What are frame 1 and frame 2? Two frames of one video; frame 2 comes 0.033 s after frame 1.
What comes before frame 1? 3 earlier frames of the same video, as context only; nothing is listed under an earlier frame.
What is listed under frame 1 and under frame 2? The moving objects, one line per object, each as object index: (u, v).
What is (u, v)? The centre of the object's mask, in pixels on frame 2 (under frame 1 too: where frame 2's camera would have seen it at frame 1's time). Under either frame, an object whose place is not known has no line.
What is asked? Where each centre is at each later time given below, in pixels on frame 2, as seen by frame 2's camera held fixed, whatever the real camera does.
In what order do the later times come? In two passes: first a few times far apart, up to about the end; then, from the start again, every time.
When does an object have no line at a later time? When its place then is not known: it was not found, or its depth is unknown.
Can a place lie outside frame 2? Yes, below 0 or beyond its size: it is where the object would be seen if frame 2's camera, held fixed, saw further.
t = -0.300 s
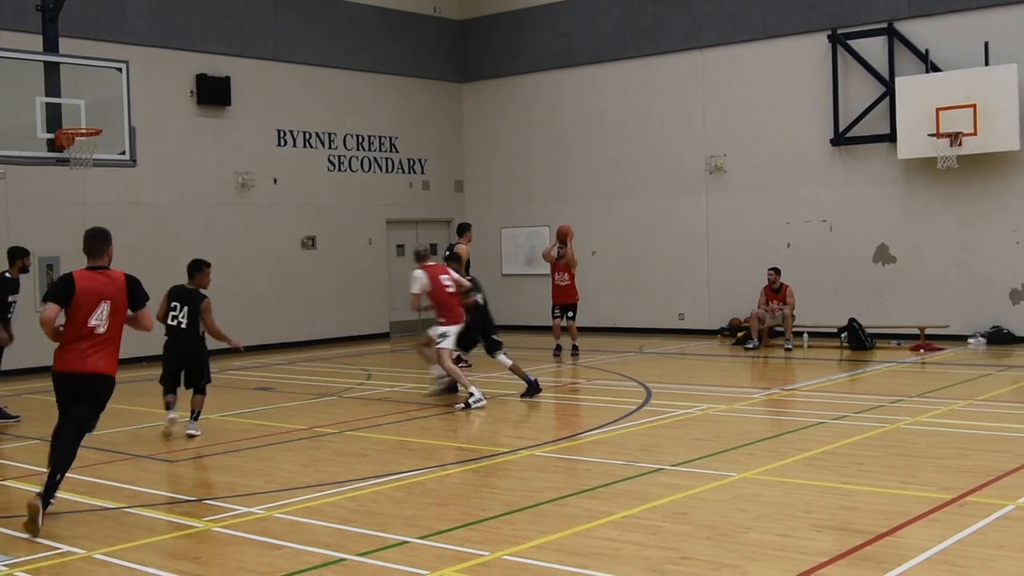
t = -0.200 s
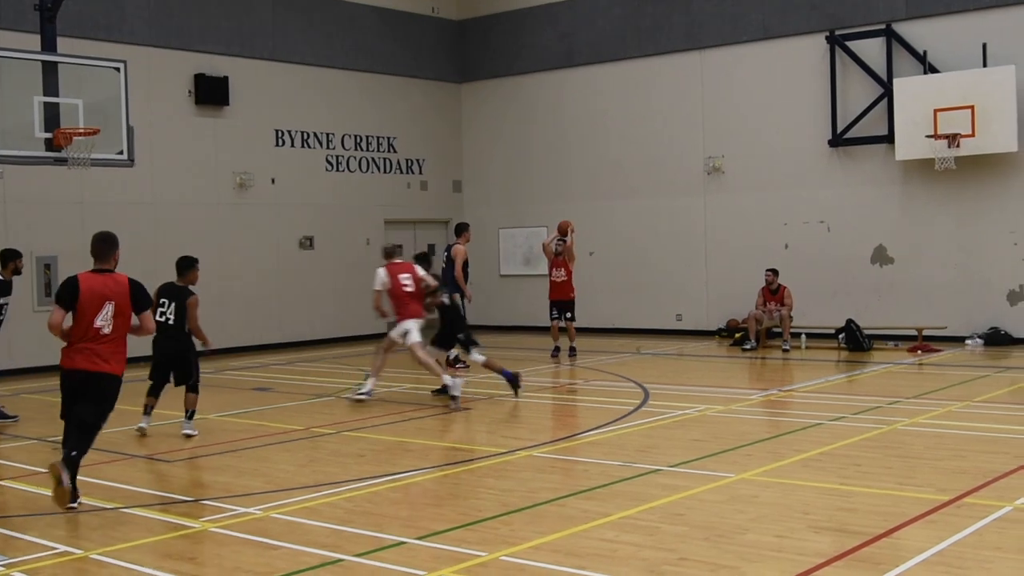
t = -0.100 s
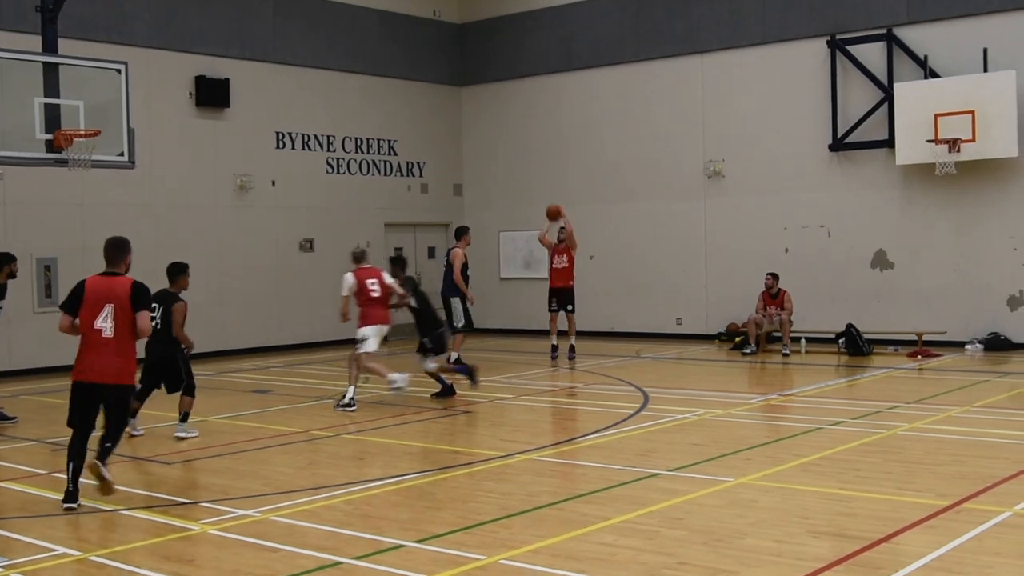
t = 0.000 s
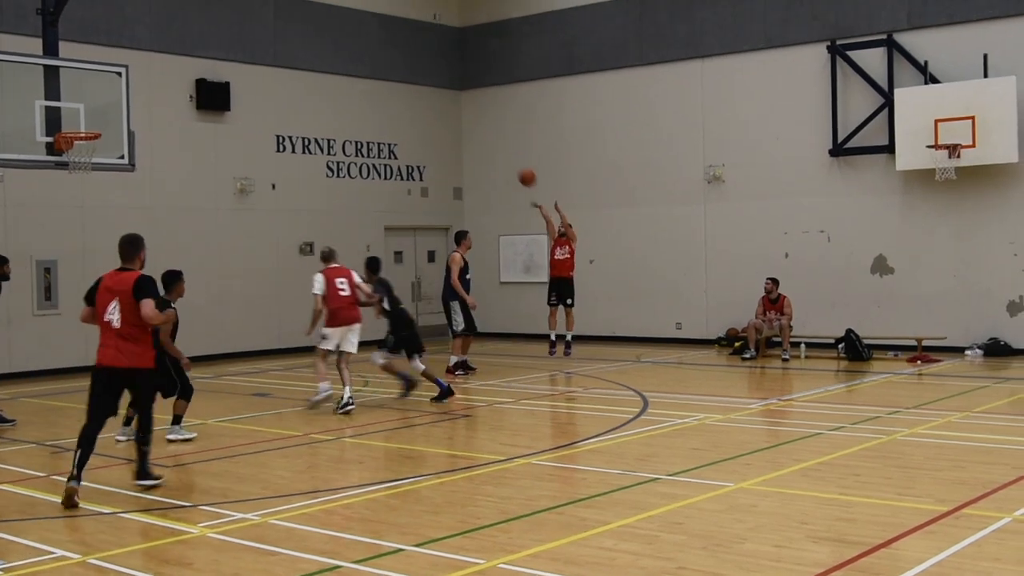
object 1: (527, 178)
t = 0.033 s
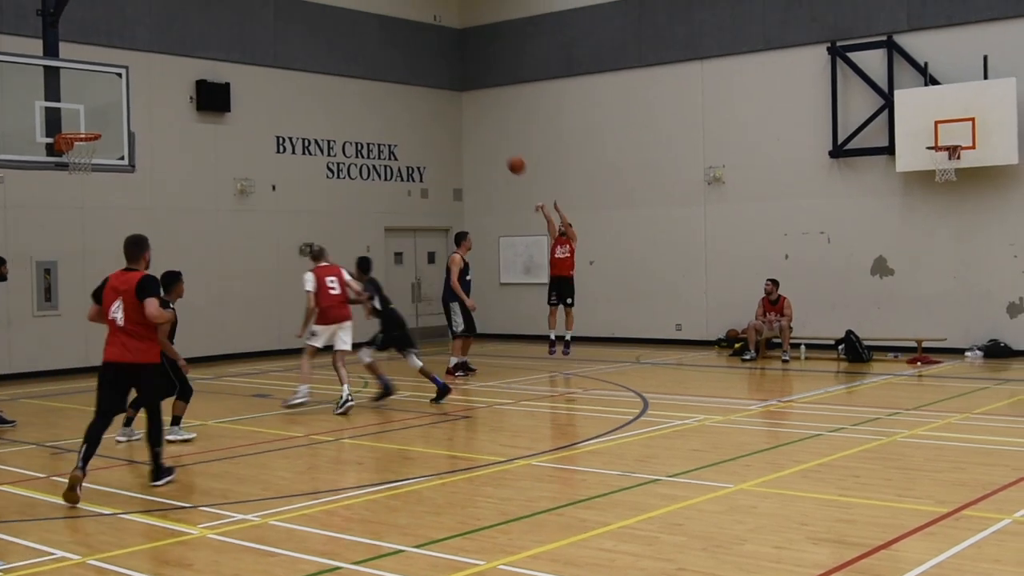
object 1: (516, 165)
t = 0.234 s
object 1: (447, 97)
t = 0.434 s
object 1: (376, 53)
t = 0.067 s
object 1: (505, 153)
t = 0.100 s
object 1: (494, 141)
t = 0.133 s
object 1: (482, 129)
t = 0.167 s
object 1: (470, 117)
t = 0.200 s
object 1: (459, 107)
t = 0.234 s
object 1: (447, 97)
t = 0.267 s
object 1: (435, 87)
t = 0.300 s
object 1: (424, 79)
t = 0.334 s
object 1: (412, 71)
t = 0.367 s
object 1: (400, 64)
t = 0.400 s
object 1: (388, 58)
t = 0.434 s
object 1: (376, 53)
